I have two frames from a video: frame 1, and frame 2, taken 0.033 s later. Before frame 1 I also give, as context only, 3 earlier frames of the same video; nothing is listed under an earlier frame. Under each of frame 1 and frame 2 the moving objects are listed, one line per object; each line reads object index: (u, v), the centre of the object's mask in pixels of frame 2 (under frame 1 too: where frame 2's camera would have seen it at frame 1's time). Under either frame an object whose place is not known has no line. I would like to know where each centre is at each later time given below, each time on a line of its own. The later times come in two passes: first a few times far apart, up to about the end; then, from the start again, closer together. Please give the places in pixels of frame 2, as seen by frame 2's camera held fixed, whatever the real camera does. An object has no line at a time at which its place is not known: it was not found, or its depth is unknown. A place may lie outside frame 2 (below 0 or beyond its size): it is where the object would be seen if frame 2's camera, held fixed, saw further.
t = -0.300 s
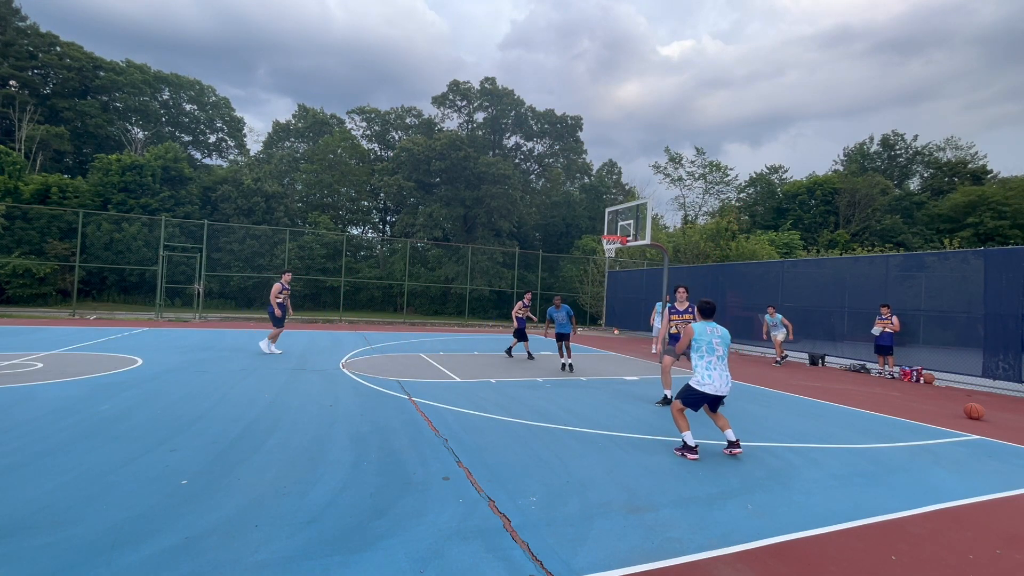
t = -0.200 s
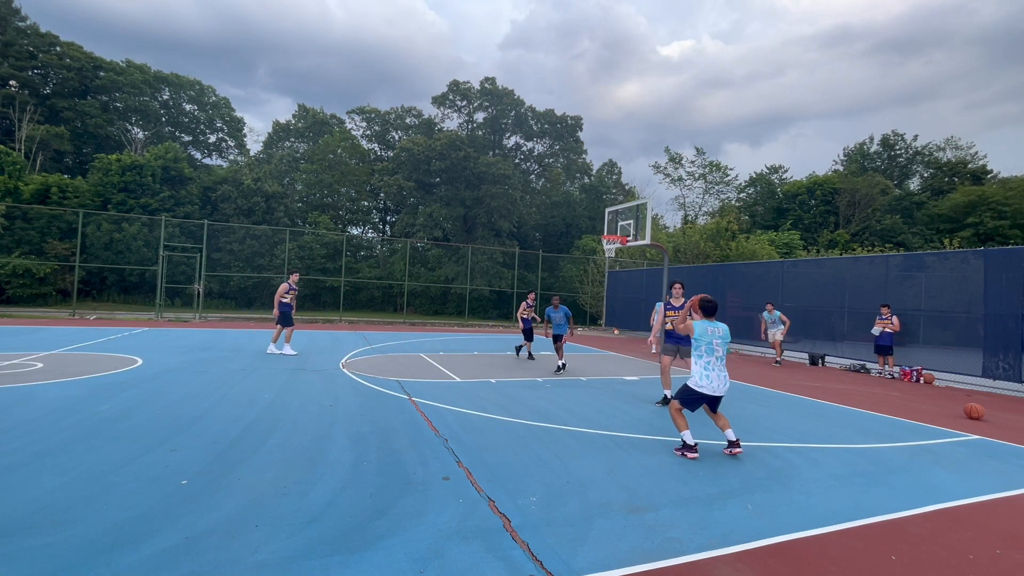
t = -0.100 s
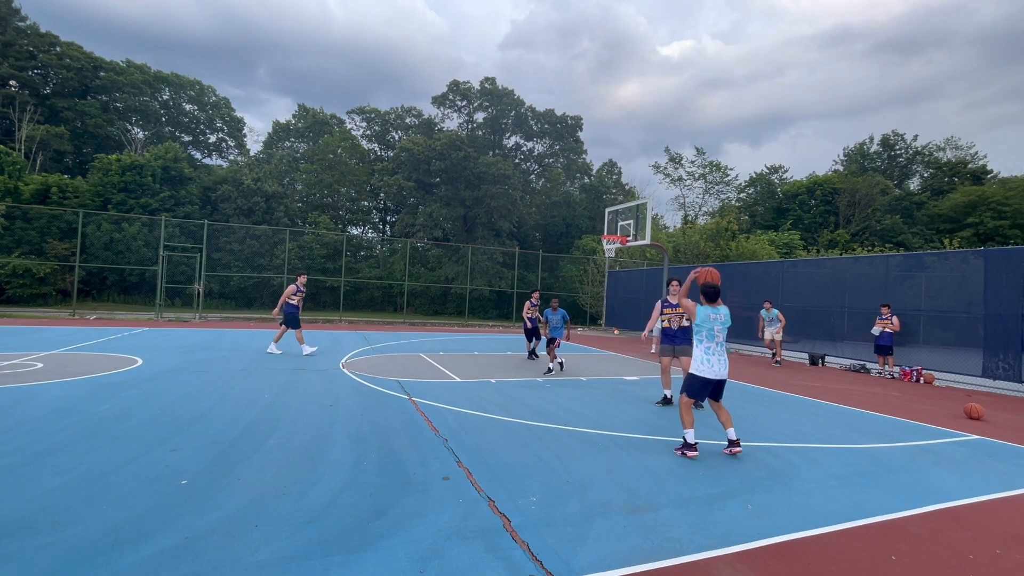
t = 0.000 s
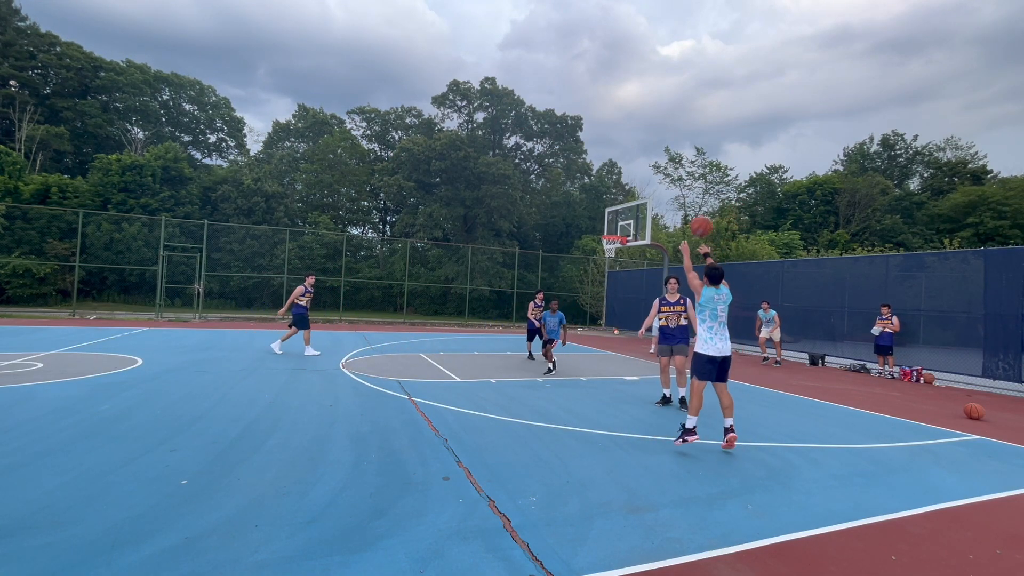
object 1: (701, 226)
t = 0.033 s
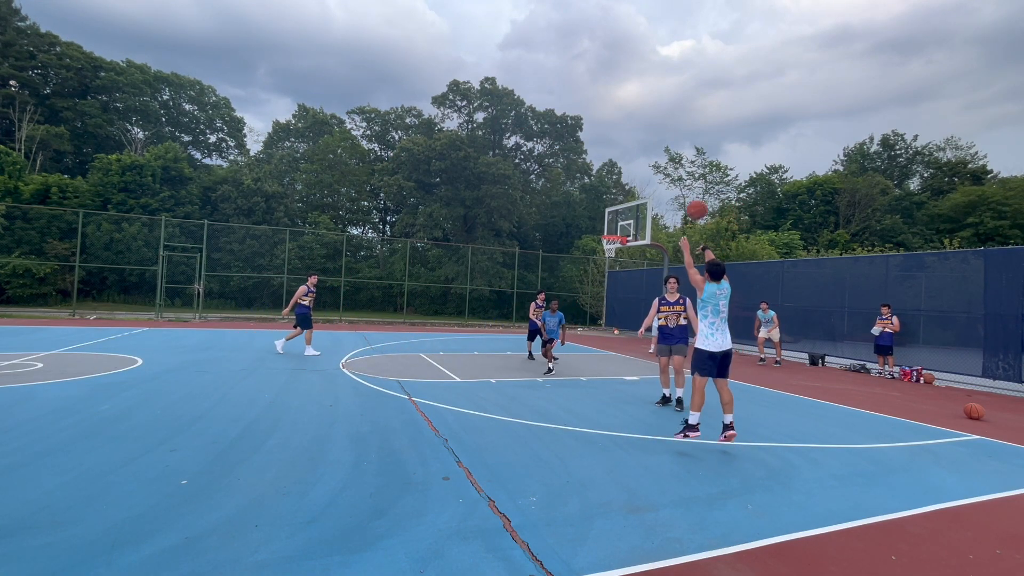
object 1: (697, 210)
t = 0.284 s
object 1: (673, 135)
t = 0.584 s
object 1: (651, 122)
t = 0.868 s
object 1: (634, 151)
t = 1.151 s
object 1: (620, 206)
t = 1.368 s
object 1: (611, 250)
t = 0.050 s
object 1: (695, 202)
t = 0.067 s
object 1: (693, 195)
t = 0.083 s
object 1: (691, 188)
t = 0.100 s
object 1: (690, 182)
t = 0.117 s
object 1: (688, 176)
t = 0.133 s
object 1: (686, 170)
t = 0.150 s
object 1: (685, 165)
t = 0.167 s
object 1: (683, 160)
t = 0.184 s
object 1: (682, 156)
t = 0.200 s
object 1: (680, 152)
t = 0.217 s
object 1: (679, 148)
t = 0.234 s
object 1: (677, 144)
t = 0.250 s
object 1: (676, 141)
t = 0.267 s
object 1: (674, 138)
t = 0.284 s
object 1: (673, 135)
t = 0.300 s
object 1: (672, 133)
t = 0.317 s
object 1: (670, 131)
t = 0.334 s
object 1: (669, 129)
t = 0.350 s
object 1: (668, 127)
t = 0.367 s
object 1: (666, 125)
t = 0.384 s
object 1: (665, 124)
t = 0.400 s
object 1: (664, 123)
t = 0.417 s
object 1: (663, 122)
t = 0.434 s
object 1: (661, 121)
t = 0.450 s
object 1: (660, 120)
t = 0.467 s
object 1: (659, 120)
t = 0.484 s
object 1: (658, 120)
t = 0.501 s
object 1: (657, 120)
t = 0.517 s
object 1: (656, 120)
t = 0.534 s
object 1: (654, 120)
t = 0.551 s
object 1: (653, 120)
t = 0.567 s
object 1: (652, 121)
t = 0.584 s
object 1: (651, 122)
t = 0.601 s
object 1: (650, 122)
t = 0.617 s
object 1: (649, 123)
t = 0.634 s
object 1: (648, 124)
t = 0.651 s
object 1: (647, 125)
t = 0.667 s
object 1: (646, 127)
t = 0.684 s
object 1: (645, 128)
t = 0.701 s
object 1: (644, 130)
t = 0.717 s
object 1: (643, 131)
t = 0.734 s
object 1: (642, 133)
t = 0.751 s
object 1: (641, 135)
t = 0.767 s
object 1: (640, 137)
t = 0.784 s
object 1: (639, 139)
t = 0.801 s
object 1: (638, 141)
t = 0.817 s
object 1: (637, 144)
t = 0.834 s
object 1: (636, 146)
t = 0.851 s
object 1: (635, 149)
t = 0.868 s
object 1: (634, 151)
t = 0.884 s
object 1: (634, 154)
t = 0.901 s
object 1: (633, 156)
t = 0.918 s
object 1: (632, 159)
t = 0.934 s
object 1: (631, 162)
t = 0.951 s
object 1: (630, 165)
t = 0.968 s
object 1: (629, 168)
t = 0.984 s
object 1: (628, 172)
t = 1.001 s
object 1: (628, 175)
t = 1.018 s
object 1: (627, 178)
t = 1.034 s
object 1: (626, 181)
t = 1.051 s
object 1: (625, 185)
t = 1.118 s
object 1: (622, 199)
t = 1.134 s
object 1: (621, 202)
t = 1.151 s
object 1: (620, 206)
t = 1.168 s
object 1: (619, 211)
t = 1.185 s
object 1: (618, 214)
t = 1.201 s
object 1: (618, 218)
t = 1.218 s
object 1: (617, 222)
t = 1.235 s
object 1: (616, 226)
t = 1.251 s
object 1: (615, 230)
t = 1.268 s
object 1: (615, 233)
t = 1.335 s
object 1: (611, 247)
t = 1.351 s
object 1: (611, 249)
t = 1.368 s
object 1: (611, 250)
